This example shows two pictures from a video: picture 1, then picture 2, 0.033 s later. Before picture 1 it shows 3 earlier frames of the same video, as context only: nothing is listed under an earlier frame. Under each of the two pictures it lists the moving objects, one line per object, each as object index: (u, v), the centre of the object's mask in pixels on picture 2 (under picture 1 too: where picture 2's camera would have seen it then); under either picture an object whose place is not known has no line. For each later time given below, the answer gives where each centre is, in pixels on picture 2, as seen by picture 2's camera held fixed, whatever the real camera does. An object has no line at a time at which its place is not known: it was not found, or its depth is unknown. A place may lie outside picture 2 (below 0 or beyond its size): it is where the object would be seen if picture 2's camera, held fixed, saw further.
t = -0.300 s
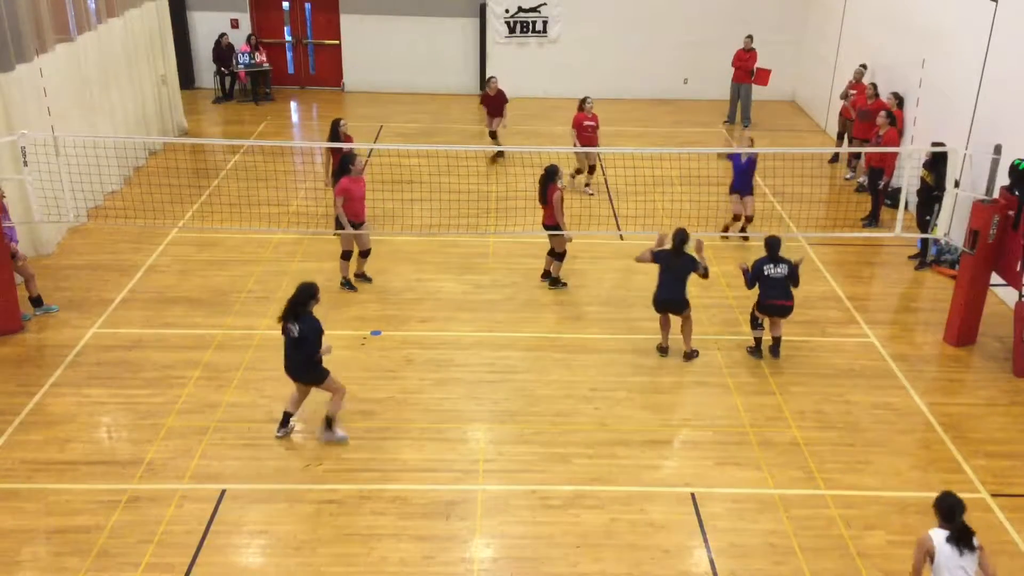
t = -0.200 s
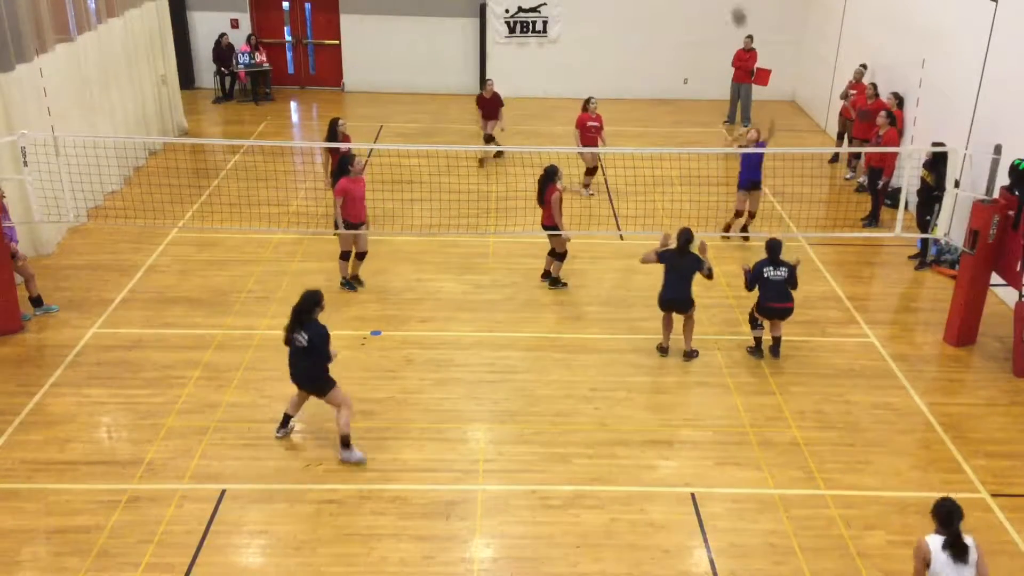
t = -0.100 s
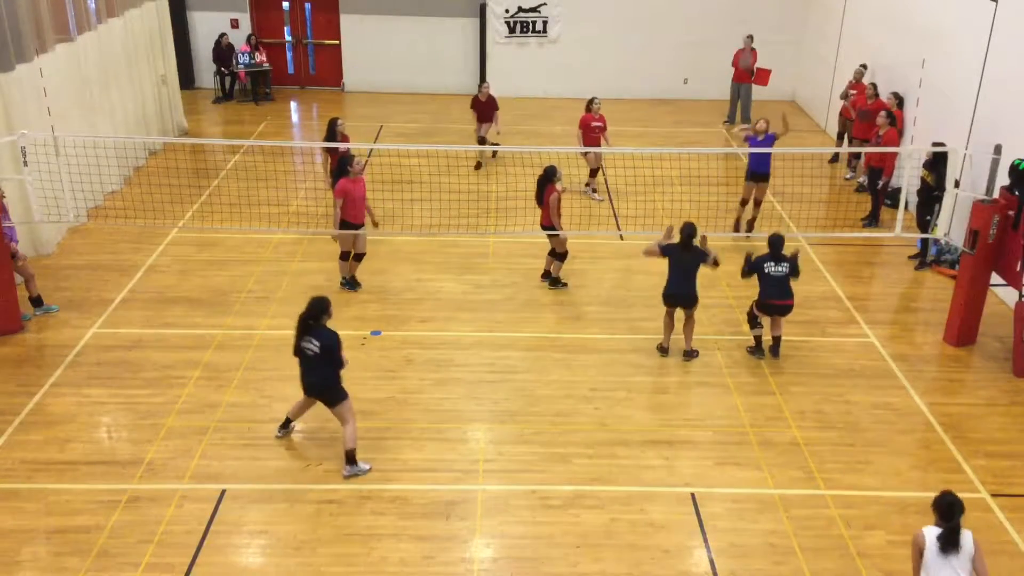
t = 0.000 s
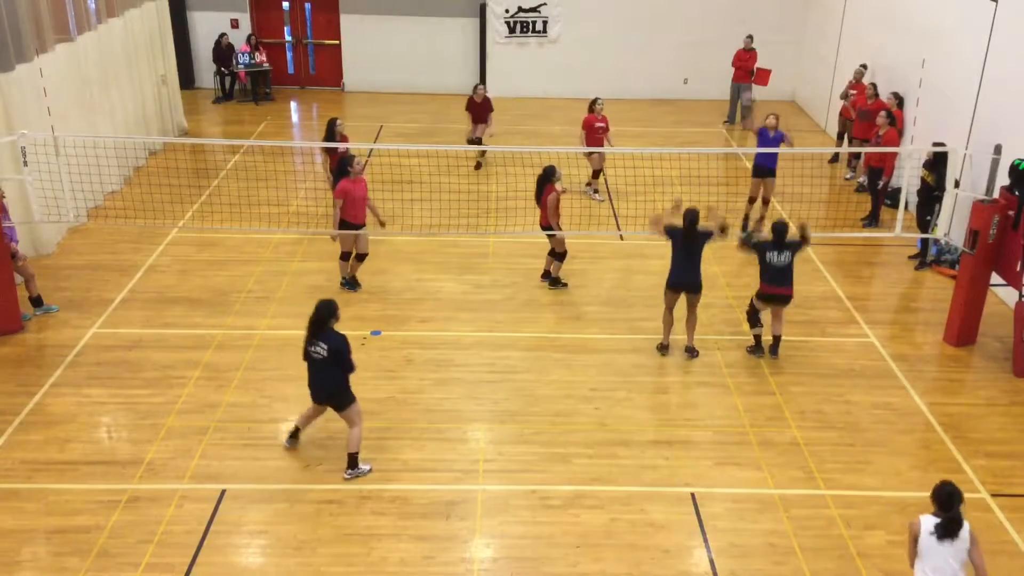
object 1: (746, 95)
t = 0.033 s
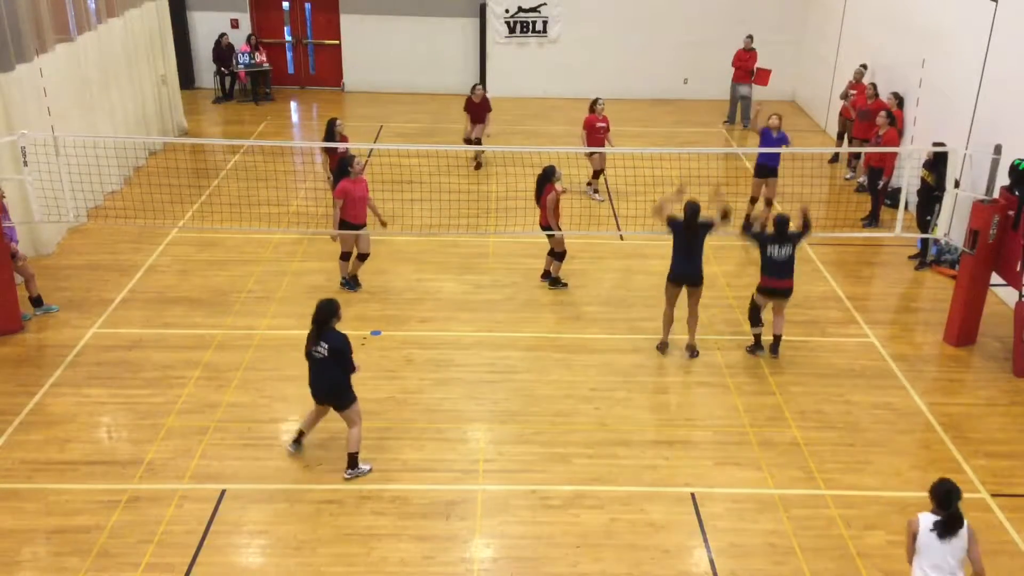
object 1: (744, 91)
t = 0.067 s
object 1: (738, 87)
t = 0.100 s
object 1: (731, 80)
